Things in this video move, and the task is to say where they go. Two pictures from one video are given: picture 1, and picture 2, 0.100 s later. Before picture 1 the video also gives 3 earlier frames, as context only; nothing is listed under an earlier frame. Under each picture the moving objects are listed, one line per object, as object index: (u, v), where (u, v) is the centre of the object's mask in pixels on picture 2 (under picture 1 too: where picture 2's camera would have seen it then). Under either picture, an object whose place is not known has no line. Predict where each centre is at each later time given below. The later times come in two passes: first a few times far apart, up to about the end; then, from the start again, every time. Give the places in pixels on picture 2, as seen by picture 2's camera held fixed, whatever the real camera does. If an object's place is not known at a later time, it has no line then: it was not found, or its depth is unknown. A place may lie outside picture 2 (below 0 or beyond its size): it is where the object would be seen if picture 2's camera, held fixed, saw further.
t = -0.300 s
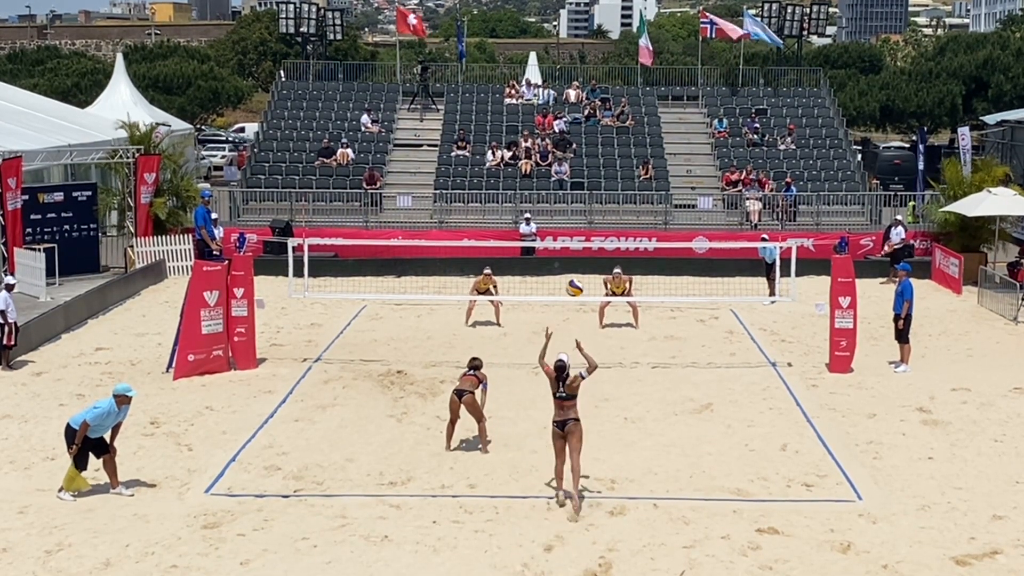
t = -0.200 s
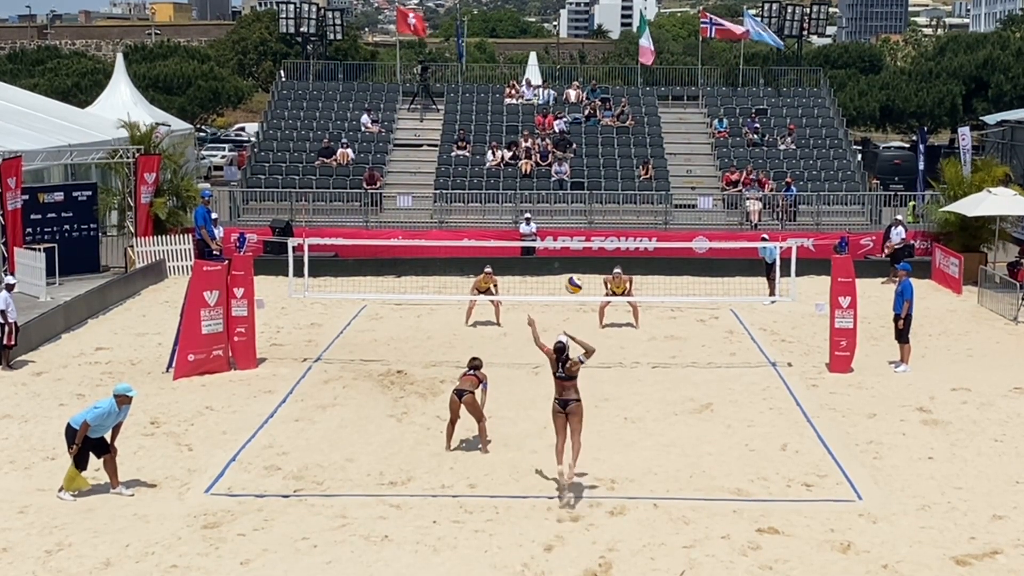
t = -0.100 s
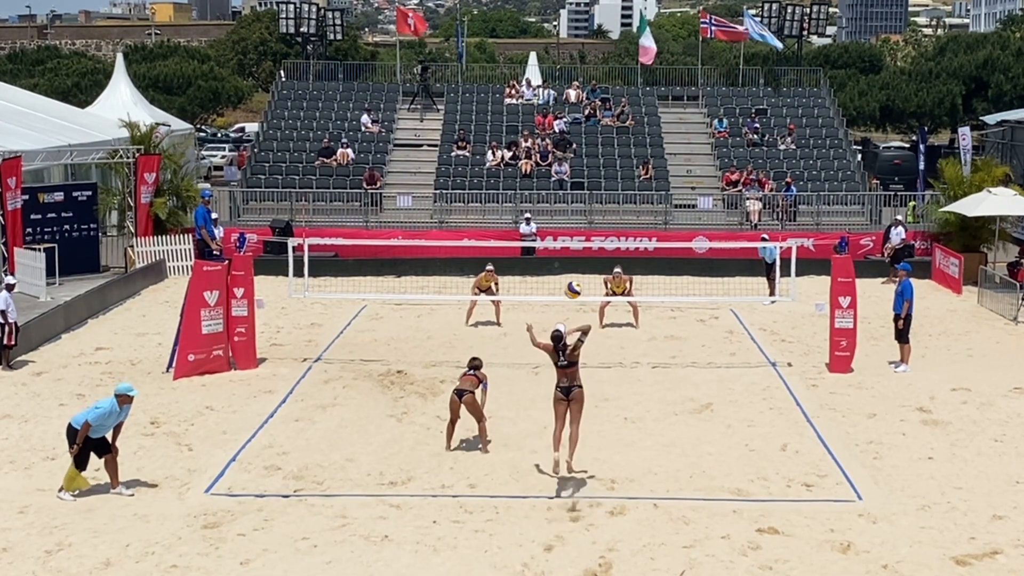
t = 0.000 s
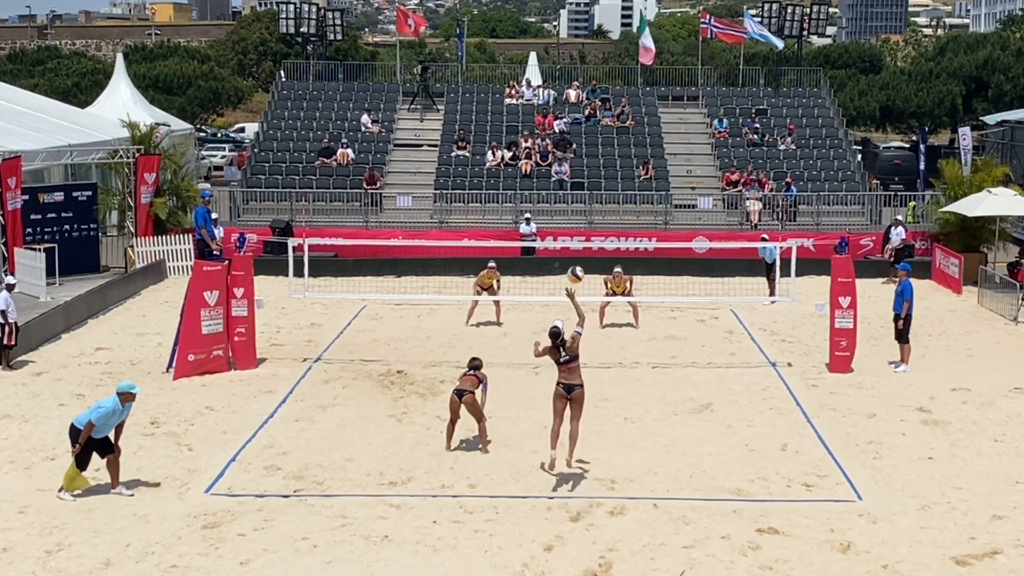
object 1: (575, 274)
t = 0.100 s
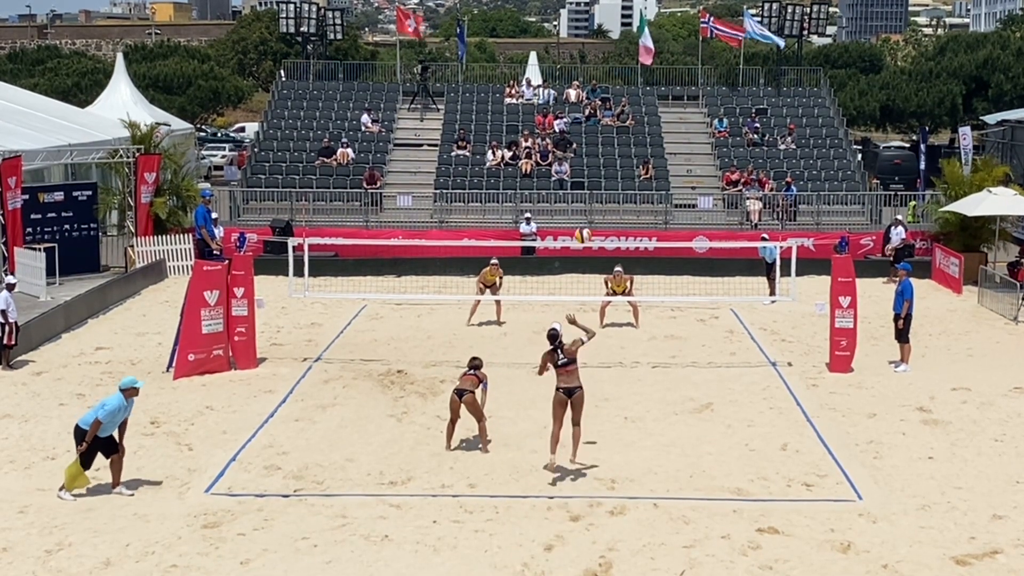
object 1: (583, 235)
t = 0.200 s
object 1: (589, 209)
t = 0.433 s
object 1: (602, 183)
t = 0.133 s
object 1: (585, 225)
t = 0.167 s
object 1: (587, 216)
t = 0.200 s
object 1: (589, 209)
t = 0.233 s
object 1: (591, 202)
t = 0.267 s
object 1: (593, 197)
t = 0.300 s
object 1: (595, 192)
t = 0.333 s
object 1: (596, 188)
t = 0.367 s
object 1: (598, 185)
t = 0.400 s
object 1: (600, 184)
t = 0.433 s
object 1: (602, 183)
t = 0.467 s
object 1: (603, 183)
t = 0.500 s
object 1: (605, 184)
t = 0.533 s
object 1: (607, 185)
